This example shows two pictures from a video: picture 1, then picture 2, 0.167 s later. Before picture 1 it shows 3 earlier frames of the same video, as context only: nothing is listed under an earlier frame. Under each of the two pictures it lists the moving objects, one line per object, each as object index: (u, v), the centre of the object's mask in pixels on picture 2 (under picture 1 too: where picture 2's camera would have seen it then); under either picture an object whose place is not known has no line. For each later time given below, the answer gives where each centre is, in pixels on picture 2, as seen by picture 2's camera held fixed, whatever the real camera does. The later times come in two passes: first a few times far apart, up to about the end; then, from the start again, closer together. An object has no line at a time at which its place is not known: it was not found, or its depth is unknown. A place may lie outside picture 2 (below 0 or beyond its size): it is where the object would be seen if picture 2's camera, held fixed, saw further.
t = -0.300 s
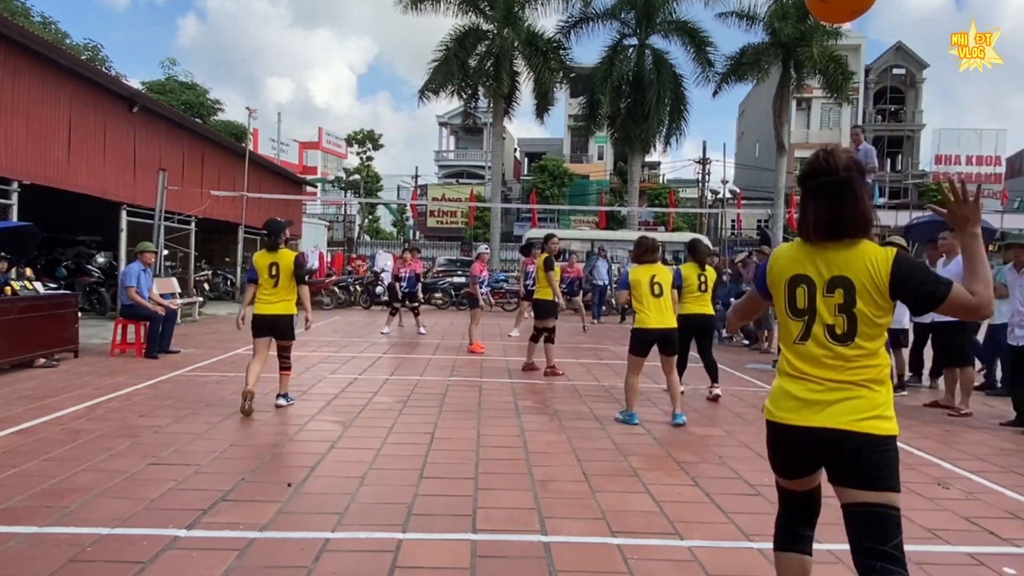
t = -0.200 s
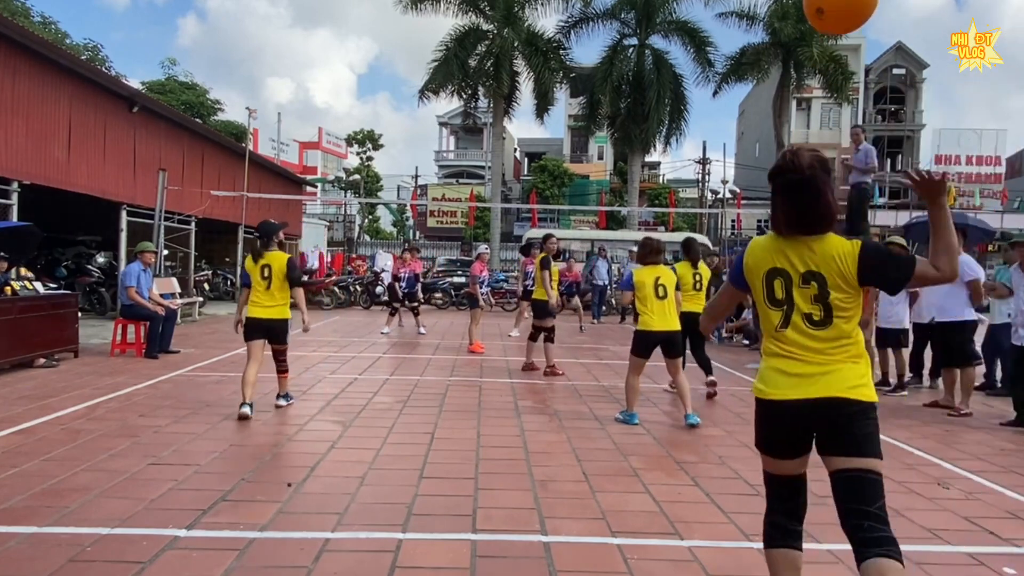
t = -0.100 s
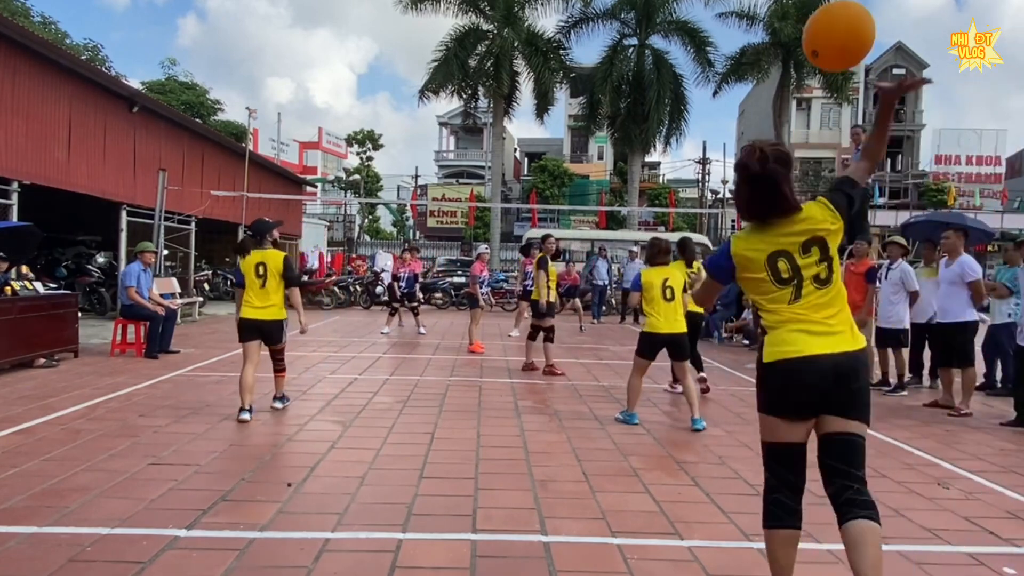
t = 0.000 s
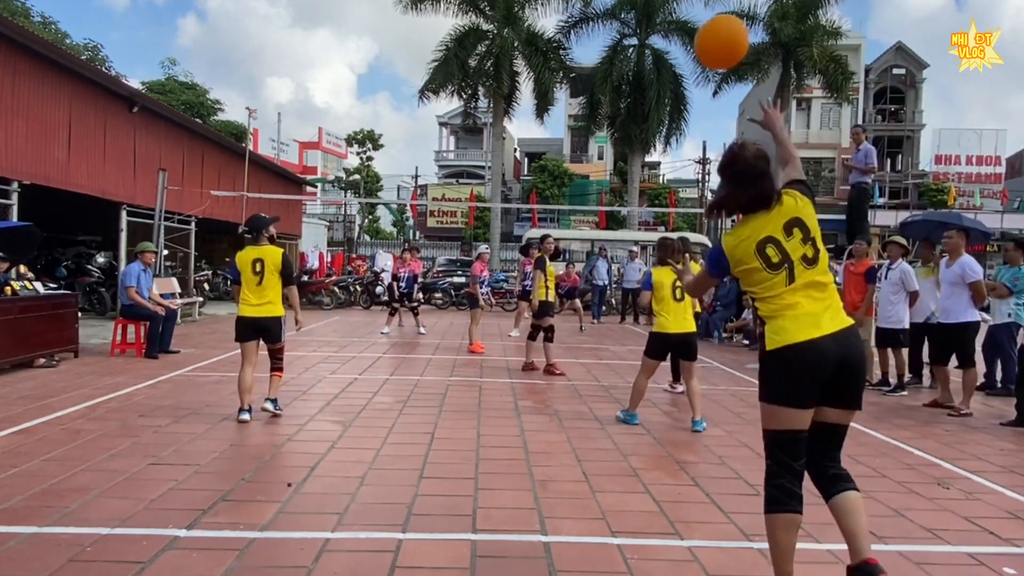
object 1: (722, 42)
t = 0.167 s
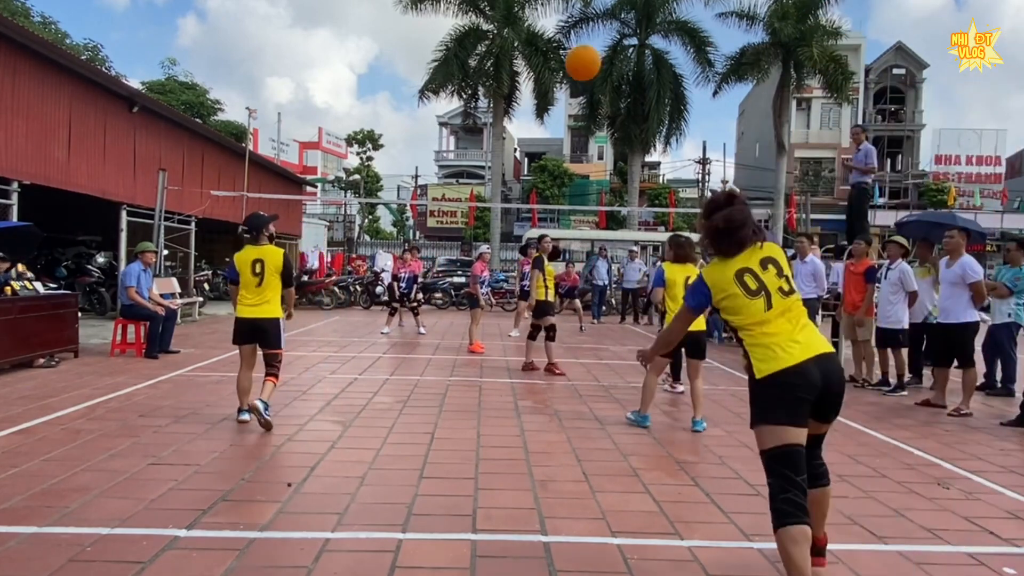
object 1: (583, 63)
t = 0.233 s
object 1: (550, 79)
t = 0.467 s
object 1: (483, 138)
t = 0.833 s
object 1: (449, 212)
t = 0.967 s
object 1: (448, 233)
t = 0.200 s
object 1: (566, 71)
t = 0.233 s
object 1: (550, 79)
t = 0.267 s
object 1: (537, 86)
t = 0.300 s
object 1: (525, 94)
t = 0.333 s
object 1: (513, 101)
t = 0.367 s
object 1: (504, 110)
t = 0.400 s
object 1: (496, 118)
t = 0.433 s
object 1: (489, 128)
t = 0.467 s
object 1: (483, 138)
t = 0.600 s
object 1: (459, 180)
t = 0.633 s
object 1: (454, 191)
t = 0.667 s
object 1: (451, 199)
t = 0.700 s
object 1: (450, 203)
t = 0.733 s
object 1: (450, 201)
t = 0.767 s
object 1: (449, 206)
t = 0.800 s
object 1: (450, 210)
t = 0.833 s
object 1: (449, 212)
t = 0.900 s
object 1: (449, 222)
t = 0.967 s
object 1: (448, 233)
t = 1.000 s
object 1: (448, 239)
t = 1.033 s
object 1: (448, 247)
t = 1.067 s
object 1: (447, 255)
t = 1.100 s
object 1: (447, 264)
